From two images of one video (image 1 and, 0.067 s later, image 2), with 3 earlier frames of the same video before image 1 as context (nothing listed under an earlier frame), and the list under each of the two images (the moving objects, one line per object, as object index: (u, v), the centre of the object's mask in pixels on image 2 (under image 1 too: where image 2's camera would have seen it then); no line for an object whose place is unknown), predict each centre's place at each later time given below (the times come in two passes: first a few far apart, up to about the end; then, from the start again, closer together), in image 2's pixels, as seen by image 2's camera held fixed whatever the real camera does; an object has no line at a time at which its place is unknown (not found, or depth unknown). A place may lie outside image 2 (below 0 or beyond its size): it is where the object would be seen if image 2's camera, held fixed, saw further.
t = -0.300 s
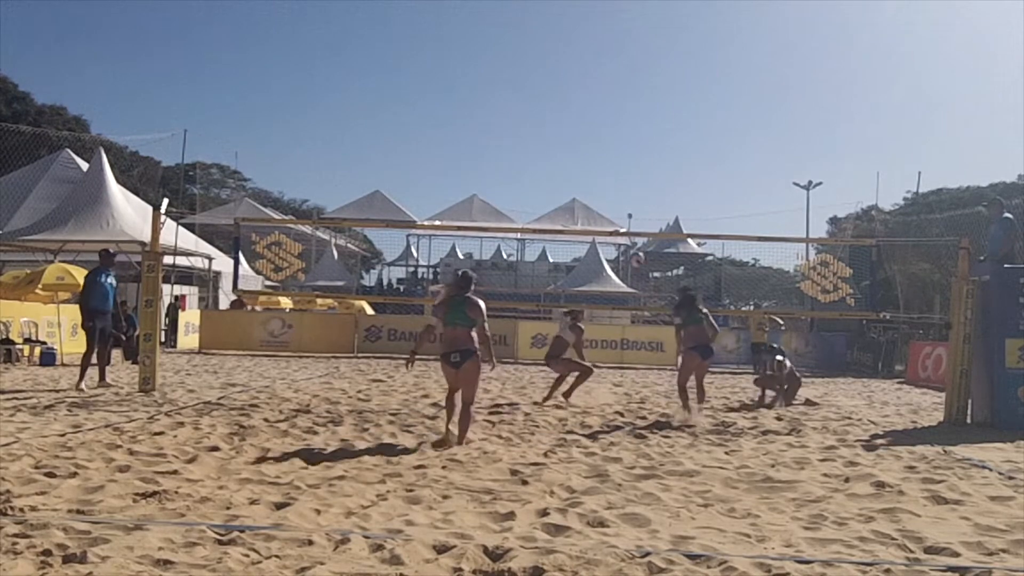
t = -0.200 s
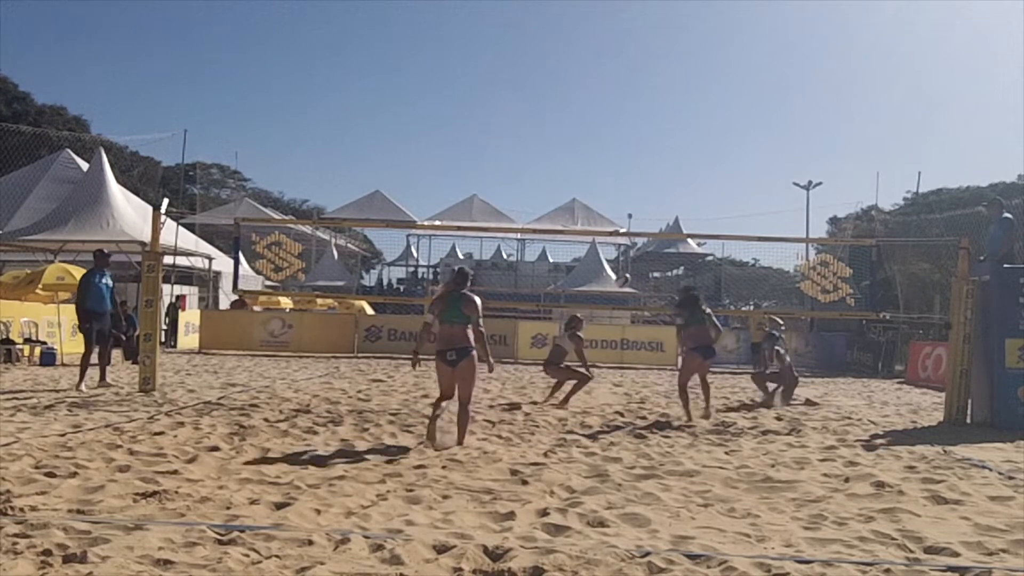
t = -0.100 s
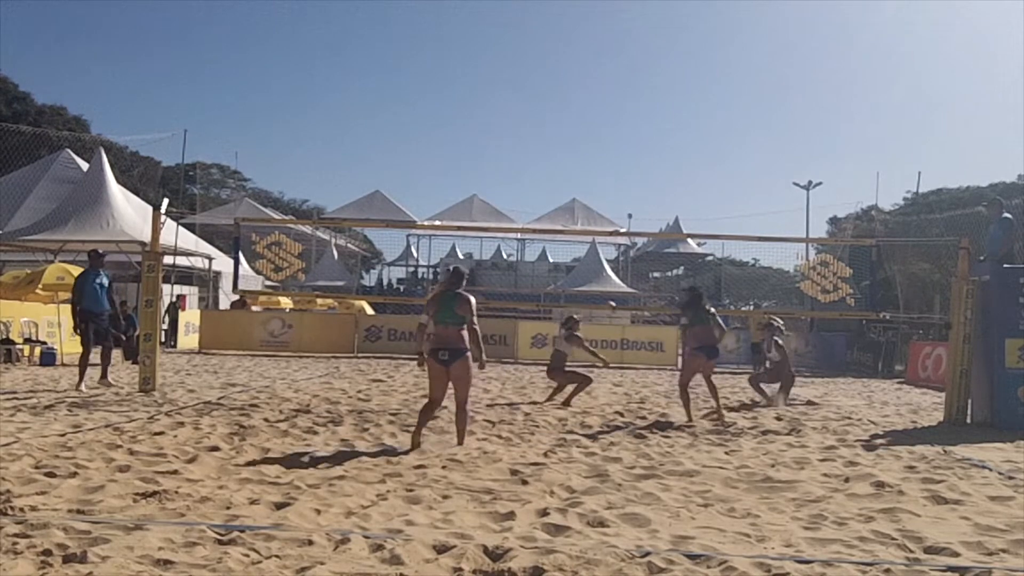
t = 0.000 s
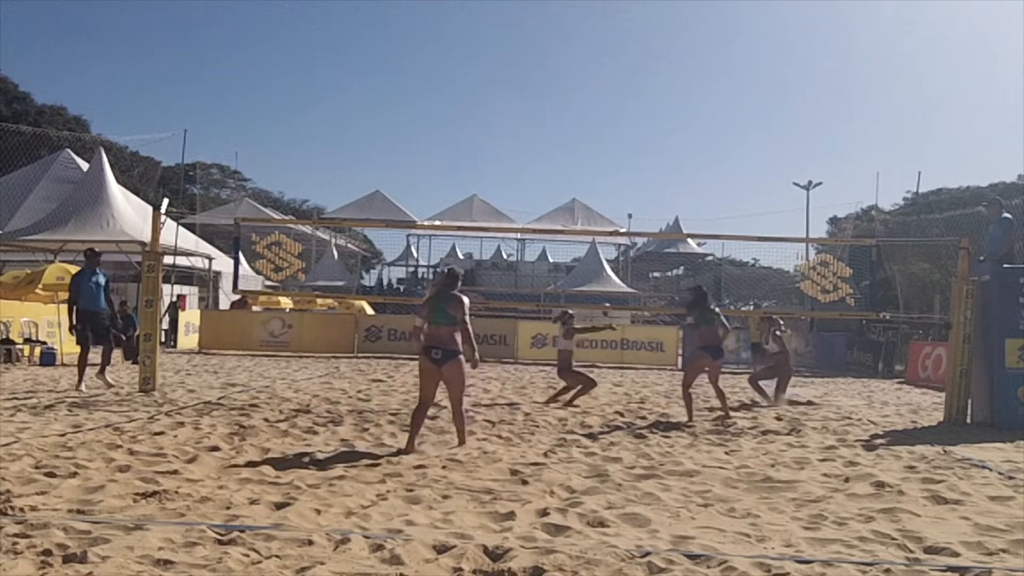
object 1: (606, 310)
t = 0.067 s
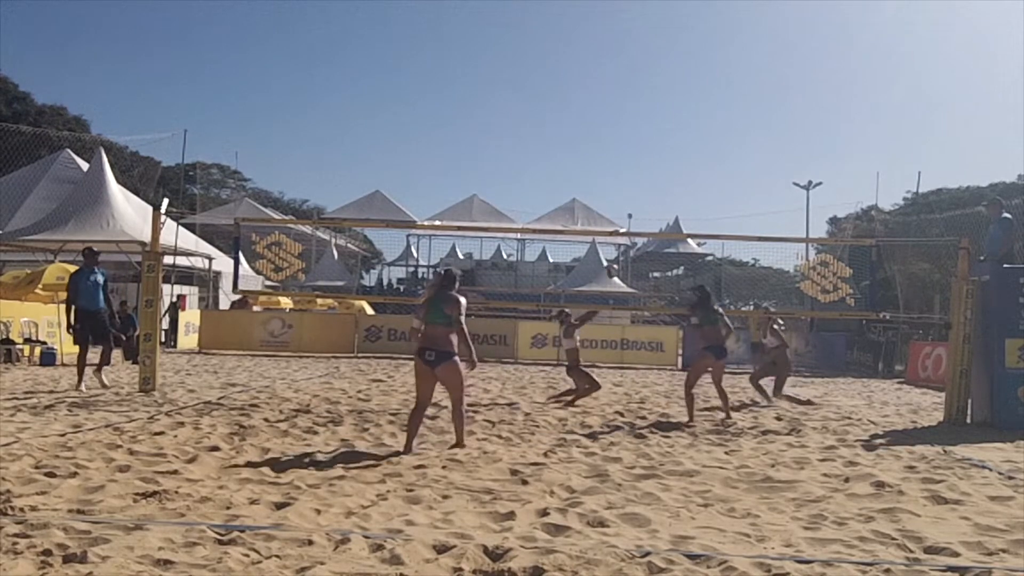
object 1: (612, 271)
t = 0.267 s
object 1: (632, 175)
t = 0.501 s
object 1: (656, 99)
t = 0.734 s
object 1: (675, 61)
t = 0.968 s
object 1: (692, 60)
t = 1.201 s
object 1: (706, 98)
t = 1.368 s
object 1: (714, 148)
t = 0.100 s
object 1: (615, 252)
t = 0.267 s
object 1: (632, 175)
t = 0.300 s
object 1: (636, 161)
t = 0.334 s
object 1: (639, 149)
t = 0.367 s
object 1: (643, 138)
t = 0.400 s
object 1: (646, 126)
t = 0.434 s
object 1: (650, 116)
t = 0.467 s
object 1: (653, 107)
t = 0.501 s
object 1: (656, 99)
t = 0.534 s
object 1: (659, 91)
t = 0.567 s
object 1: (662, 84)
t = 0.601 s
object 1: (665, 78)
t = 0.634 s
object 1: (667, 73)
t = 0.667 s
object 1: (670, 68)
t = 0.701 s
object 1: (672, 64)
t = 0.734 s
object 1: (675, 61)
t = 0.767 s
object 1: (678, 58)
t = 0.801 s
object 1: (680, 57)
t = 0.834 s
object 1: (683, 56)
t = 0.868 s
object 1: (685, 56)
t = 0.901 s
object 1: (687, 56)
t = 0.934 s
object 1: (690, 58)
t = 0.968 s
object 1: (692, 60)
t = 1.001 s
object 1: (694, 63)
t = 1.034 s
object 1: (696, 67)
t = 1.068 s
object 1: (698, 72)
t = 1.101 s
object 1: (700, 77)
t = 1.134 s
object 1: (702, 83)
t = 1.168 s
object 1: (704, 90)
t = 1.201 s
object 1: (706, 98)
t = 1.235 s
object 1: (708, 106)
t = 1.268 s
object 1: (709, 115)
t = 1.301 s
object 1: (711, 126)
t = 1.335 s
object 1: (712, 136)
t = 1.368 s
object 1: (714, 148)
